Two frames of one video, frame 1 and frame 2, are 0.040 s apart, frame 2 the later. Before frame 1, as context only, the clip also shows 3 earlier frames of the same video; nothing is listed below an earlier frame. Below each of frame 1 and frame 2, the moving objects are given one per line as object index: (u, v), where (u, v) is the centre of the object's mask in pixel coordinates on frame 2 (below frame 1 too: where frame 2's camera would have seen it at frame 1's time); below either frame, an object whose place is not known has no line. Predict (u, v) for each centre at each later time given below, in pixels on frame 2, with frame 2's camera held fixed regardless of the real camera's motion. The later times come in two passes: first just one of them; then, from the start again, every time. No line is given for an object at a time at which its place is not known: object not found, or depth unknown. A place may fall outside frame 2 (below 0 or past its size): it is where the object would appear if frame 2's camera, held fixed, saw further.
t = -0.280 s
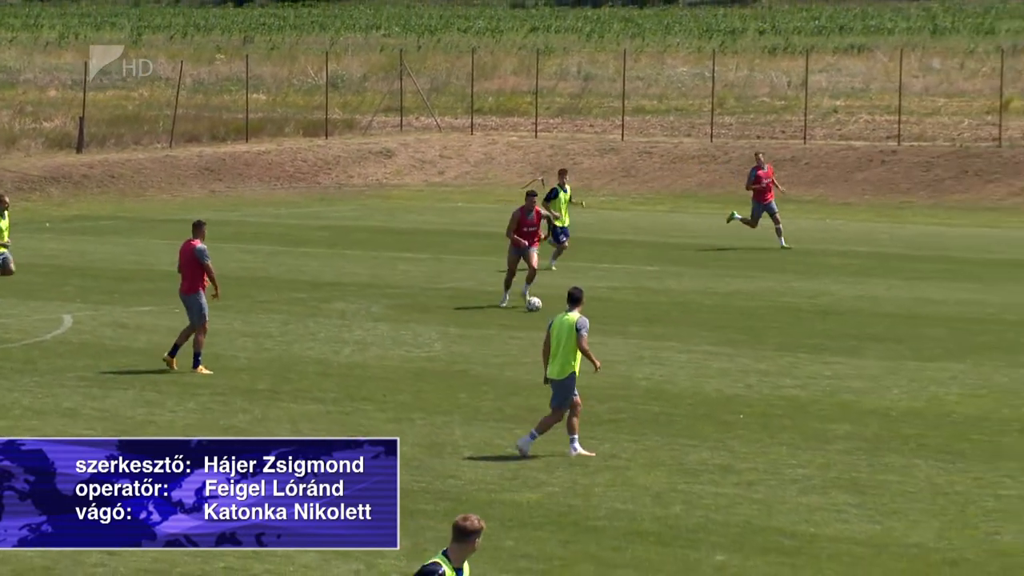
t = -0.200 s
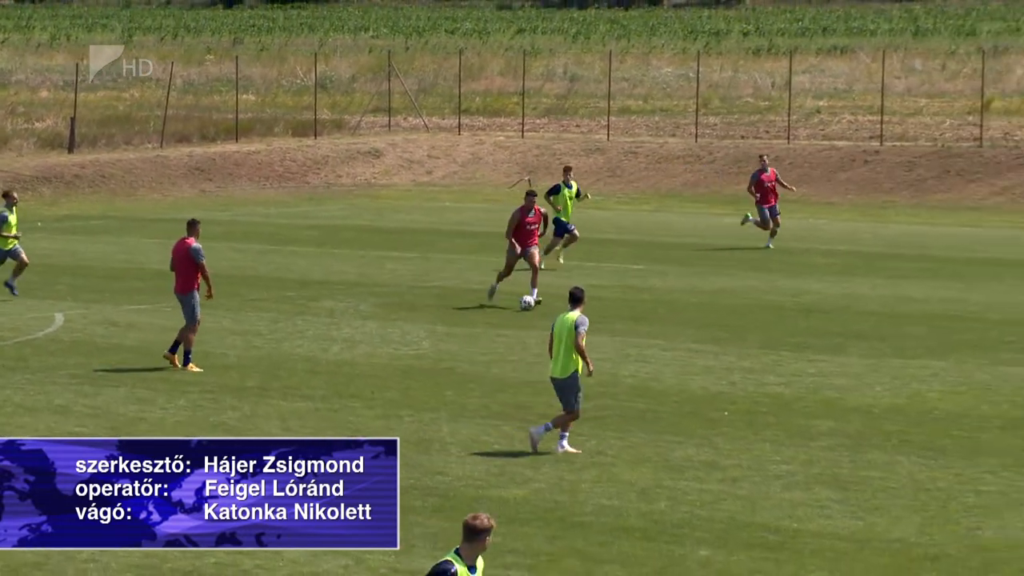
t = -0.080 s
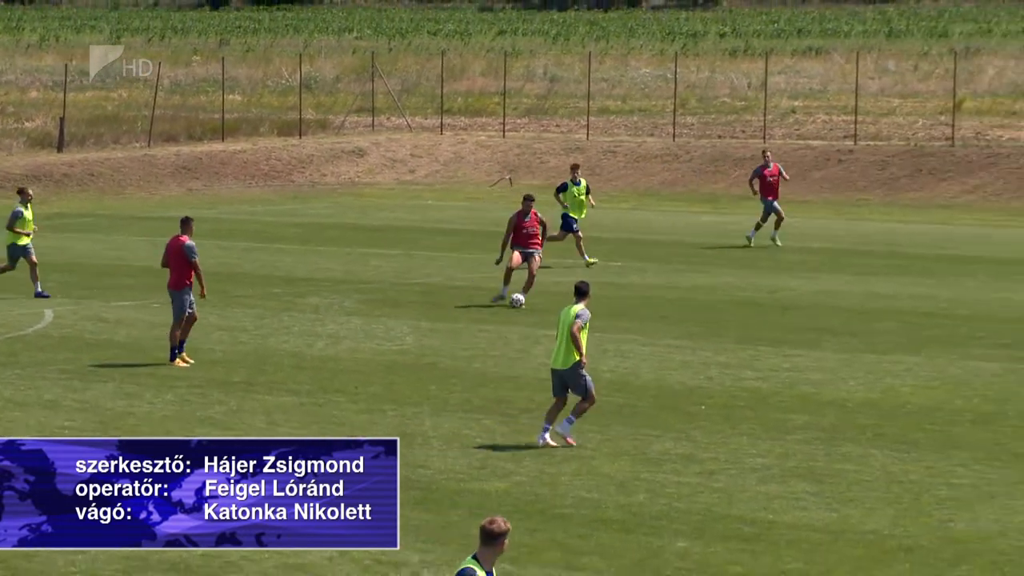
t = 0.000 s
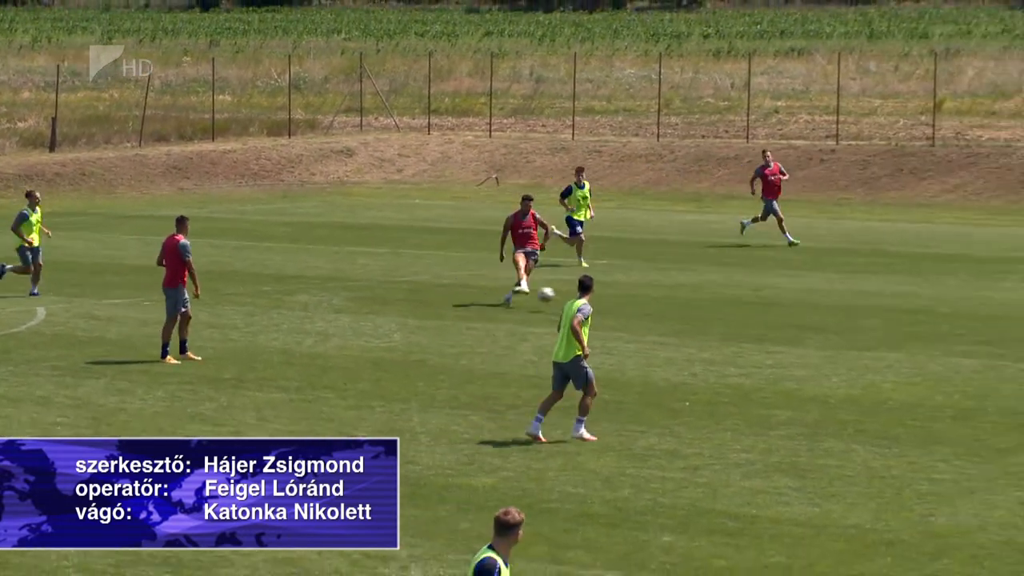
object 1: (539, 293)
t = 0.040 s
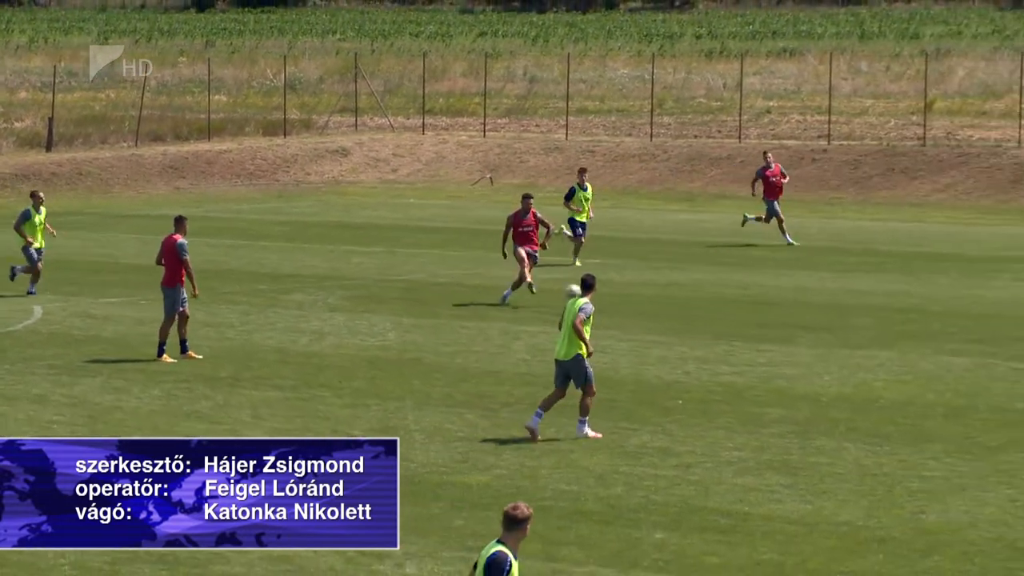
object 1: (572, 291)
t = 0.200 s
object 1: (714, 298)
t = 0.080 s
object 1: (609, 291)
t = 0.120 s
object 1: (643, 291)
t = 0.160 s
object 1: (678, 294)
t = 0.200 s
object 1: (714, 298)
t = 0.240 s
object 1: (752, 302)
